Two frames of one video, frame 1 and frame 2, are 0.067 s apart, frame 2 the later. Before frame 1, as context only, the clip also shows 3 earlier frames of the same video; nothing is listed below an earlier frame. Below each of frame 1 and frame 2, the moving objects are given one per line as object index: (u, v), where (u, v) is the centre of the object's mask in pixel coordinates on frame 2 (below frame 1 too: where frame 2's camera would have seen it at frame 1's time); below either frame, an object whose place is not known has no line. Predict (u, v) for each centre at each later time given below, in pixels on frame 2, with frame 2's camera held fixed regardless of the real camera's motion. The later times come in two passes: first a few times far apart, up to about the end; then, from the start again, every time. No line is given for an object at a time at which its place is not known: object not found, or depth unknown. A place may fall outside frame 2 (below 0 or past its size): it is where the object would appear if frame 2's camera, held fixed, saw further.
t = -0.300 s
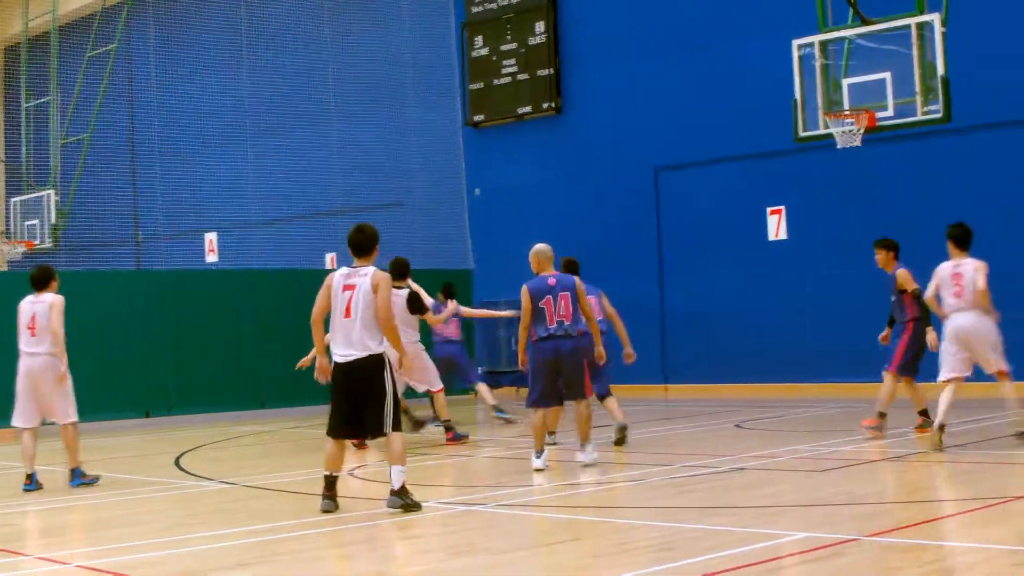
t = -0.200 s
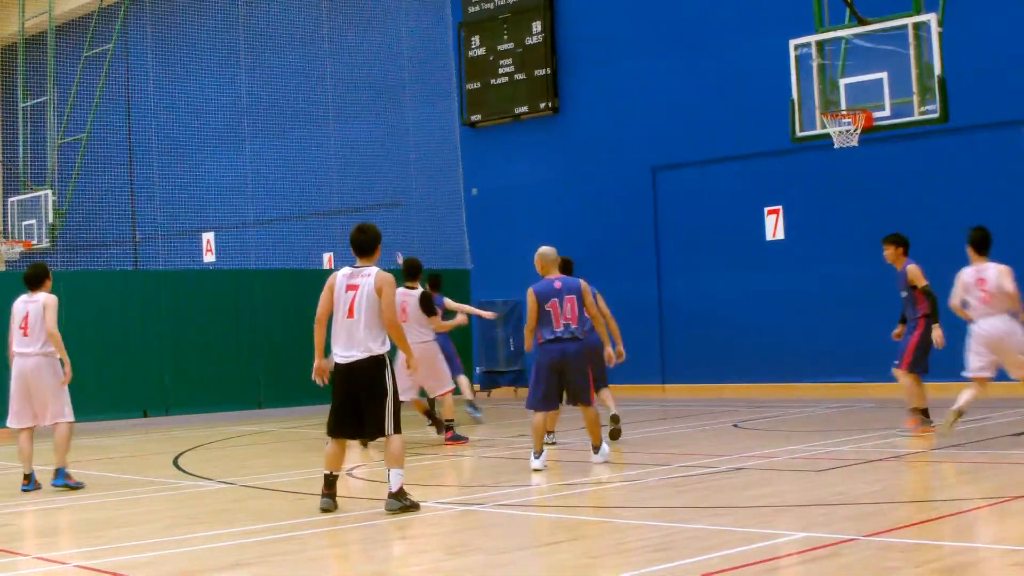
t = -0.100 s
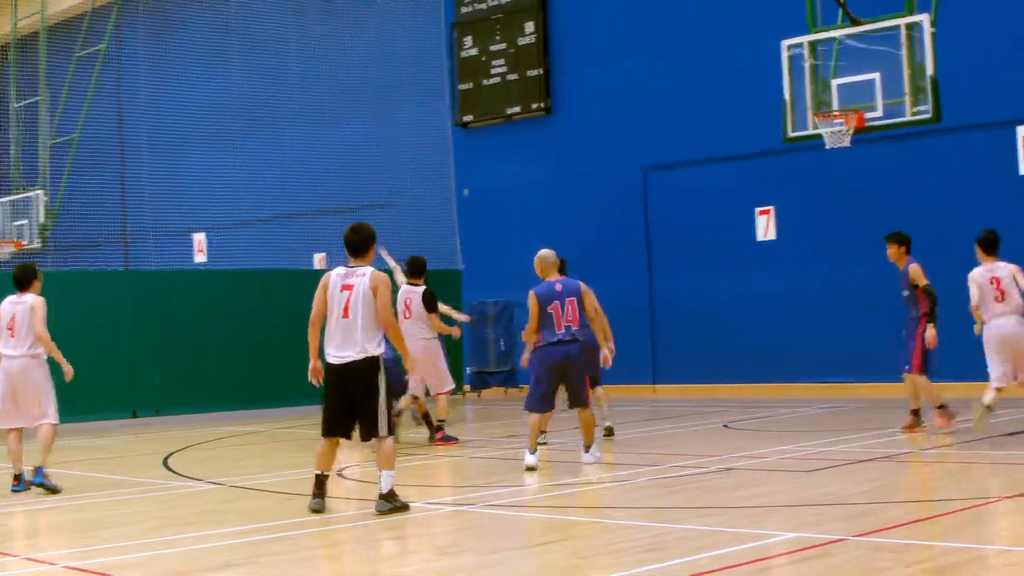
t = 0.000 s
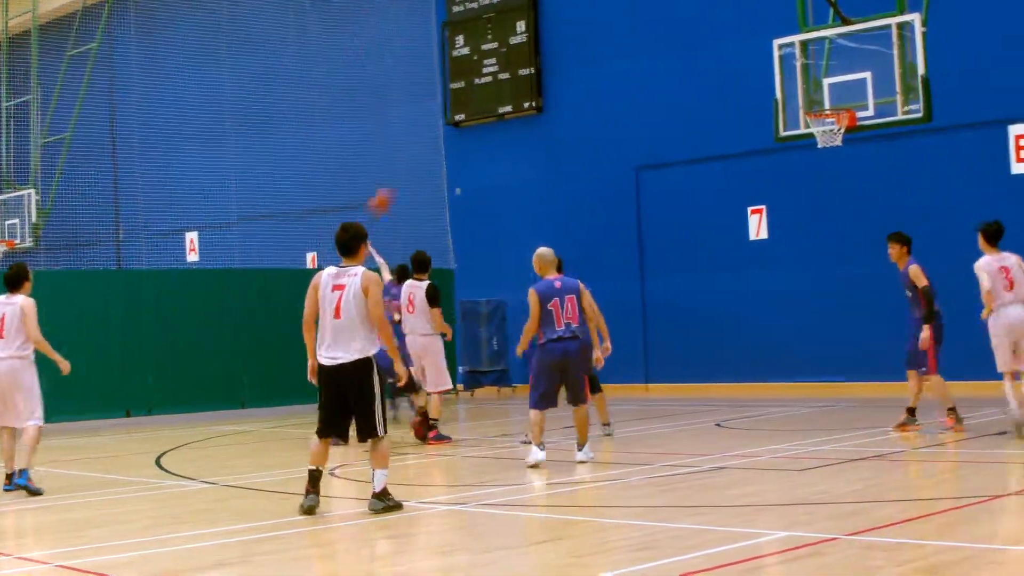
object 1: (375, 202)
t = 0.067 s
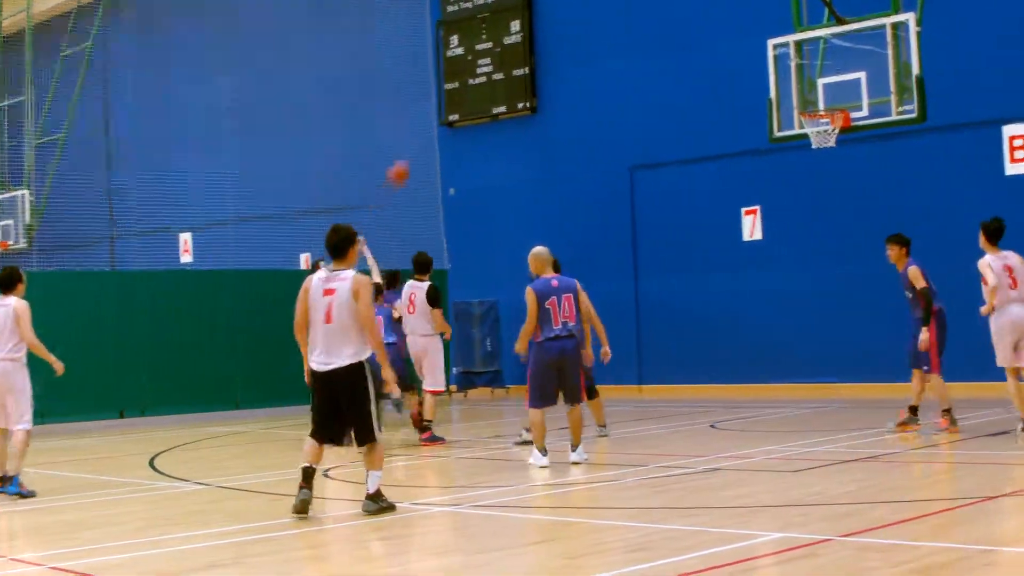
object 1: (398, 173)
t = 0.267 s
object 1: (475, 104)
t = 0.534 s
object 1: (584, 58)
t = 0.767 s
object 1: (687, 66)
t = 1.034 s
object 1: (803, 144)
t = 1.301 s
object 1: (844, 303)
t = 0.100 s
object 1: (412, 160)
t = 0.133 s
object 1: (424, 148)
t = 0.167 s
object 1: (436, 135)
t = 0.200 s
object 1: (448, 124)
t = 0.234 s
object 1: (464, 112)
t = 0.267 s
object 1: (475, 104)
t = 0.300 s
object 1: (488, 95)
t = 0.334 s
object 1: (500, 88)
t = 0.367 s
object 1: (514, 80)
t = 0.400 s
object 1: (528, 74)
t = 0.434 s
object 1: (541, 69)
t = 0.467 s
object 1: (555, 64)
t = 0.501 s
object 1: (569, 61)
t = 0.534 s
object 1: (584, 58)
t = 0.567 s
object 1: (598, 56)
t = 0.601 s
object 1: (611, 56)
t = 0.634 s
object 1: (627, 56)
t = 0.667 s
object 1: (641, 57)
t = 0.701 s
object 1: (656, 59)
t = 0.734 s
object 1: (671, 62)
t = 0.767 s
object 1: (687, 66)
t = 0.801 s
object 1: (703, 72)
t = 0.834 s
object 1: (719, 78)
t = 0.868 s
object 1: (735, 86)
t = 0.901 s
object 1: (752, 94)
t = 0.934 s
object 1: (766, 103)
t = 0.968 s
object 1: (785, 115)
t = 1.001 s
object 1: (797, 128)
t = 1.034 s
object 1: (803, 144)
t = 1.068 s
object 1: (808, 157)
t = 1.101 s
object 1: (813, 175)
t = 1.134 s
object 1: (819, 193)
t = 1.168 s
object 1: (824, 213)
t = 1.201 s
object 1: (829, 233)
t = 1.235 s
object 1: (834, 256)
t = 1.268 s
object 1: (839, 278)
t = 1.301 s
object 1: (844, 303)
